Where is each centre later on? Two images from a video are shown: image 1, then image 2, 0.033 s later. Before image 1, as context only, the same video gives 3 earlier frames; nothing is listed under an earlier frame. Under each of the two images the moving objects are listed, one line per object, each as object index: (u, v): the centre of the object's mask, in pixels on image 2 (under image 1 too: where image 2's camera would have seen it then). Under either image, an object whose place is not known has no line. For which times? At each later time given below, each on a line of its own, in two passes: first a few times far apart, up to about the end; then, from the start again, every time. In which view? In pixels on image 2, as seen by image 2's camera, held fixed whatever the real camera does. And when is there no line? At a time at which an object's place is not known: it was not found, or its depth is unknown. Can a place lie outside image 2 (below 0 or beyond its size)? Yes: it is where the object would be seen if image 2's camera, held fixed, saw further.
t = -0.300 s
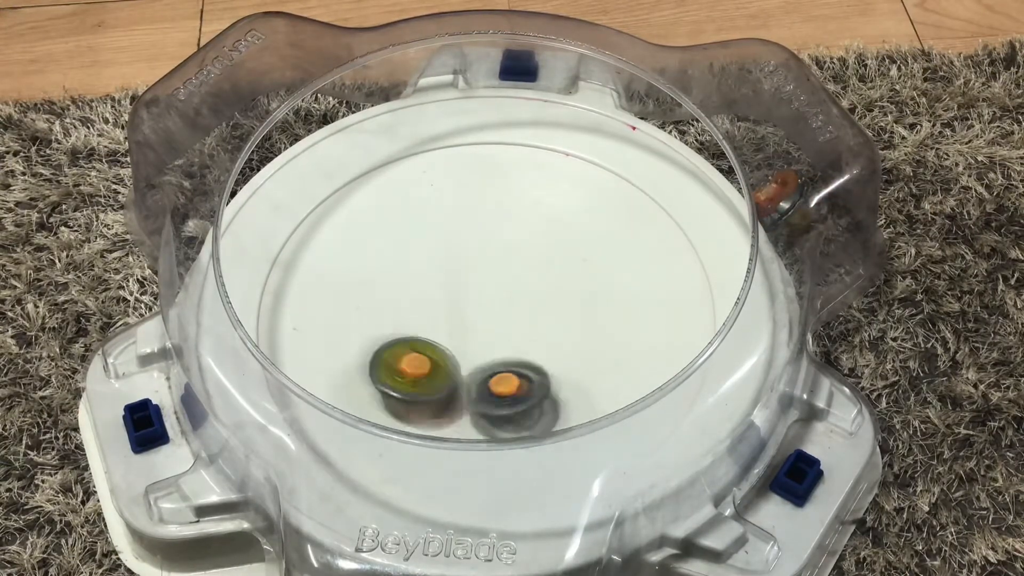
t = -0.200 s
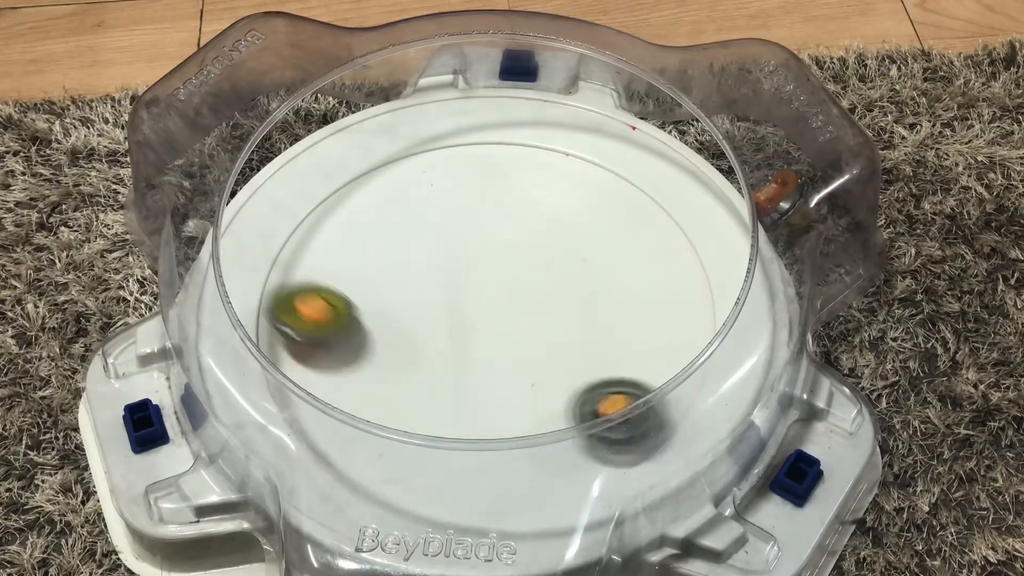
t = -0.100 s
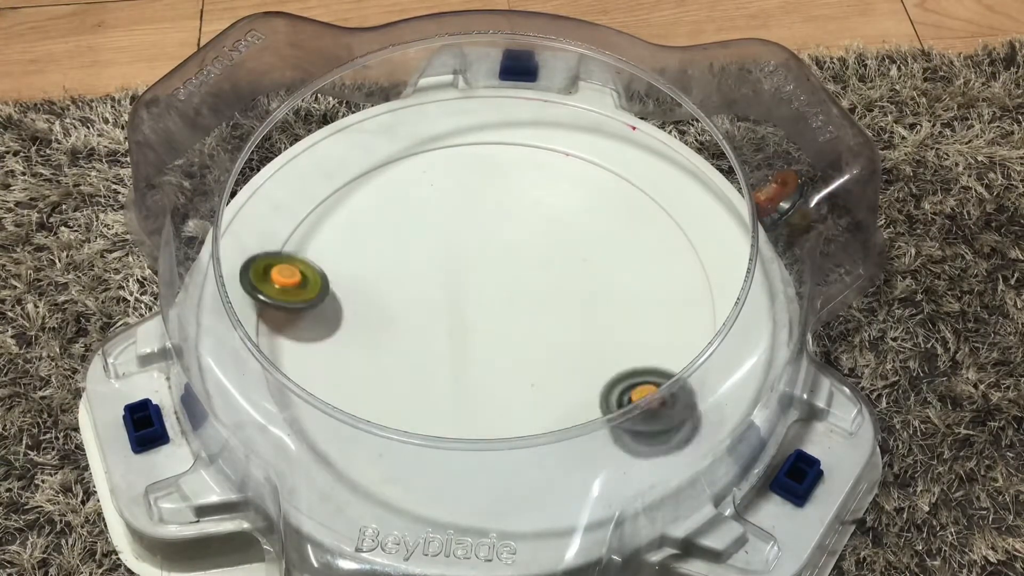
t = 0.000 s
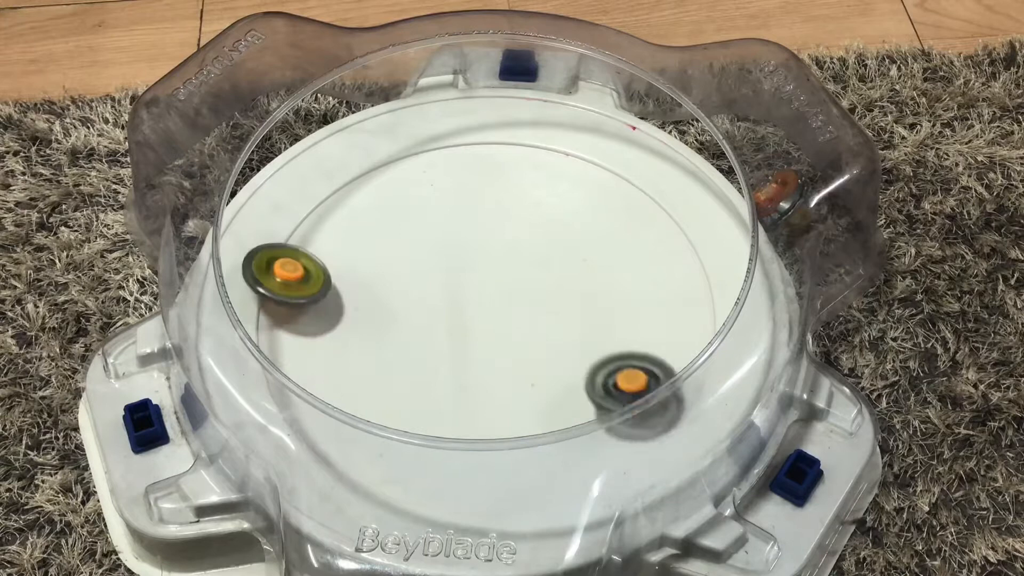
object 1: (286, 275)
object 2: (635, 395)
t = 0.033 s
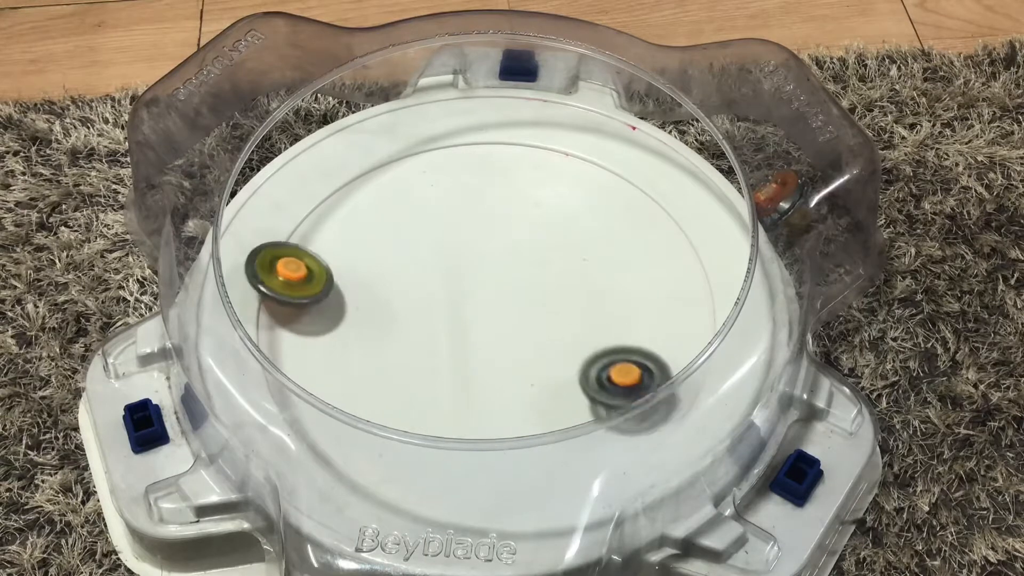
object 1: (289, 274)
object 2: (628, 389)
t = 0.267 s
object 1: (337, 275)
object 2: (578, 347)
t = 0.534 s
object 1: (398, 268)
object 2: (522, 306)
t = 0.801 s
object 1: (412, 216)
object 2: (535, 309)
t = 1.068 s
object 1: (460, 221)
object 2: (574, 342)
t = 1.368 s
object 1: (515, 255)
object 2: (586, 300)
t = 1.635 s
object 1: (514, 271)
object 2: (584, 353)
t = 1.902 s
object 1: (467, 291)
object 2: (615, 365)
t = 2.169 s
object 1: (426, 338)
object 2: (616, 364)
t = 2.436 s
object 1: (391, 376)
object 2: (587, 363)
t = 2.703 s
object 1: (364, 388)
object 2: (541, 354)
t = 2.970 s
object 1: (352, 382)
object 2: (491, 333)
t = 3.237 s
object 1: (362, 359)
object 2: (453, 305)
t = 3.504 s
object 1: (390, 334)
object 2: (450, 262)
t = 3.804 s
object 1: (448, 309)
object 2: (460, 226)
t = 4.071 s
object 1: (504, 299)
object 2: (479, 220)
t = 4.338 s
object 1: (553, 299)
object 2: (502, 240)
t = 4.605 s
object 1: (584, 349)
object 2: (521, 266)
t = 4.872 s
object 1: (599, 376)
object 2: (522, 311)
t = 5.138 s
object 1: (581, 405)
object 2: (503, 352)
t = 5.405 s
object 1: (535, 414)
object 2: (464, 376)
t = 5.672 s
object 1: (473, 403)
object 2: (436, 328)
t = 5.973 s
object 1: (429, 360)
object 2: (405, 284)
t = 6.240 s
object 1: (430, 320)
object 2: (405, 235)
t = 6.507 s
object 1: (457, 280)
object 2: (432, 208)
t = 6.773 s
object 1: (499, 278)
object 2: (477, 207)
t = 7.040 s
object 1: (549, 334)
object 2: (504, 225)
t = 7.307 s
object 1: (585, 360)
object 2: (515, 287)
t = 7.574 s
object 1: (587, 385)
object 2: (493, 349)
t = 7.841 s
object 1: (556, 408)
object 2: (444, 379)
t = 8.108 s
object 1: (504, 404)
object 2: (397, 373)
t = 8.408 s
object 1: (454, 370)
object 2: (375, 332)
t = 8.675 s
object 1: (455, 332)
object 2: (389, 289)
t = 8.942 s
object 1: (476, 321)
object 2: (449, 260)
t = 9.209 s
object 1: (486, 330)
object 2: (607, 269)
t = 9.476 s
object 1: (520, 339)
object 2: (634, 313)
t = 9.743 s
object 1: (520, 345)
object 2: (606, 373)
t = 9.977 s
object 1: (506, 340)
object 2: (500, 442)
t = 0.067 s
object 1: (293, 274)
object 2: (621, 381)
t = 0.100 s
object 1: (298, 274)
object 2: (613, 374)
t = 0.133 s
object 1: (304, 275)
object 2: (607, 370)
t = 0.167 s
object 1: (311, 275)
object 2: (600, 364)
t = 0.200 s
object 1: (320, 275)
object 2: (592, 358)
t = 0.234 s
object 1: (329, 275)
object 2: (585, 353)
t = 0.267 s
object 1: (337, 275)
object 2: (578, 347)
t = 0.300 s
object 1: (346, 275)
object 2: (571, 342)
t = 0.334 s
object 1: (359, 284)
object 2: (564, 337)
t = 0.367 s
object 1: (367, 282)
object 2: (556, 332)
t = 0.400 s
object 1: (375, 280)
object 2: (549, 327)
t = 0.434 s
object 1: (381, 277)
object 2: (542, 322)
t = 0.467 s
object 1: (388, 274)
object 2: (535, 316)
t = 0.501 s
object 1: (393, 271)
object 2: (529, 311)
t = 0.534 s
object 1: (398, 268)
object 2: (522, 306)
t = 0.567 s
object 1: (404, 265)
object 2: (516, 301)
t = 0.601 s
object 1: (409, 261)
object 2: (510, 295)
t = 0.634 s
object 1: (414, 258)
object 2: (504, 290)
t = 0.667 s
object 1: (418, 254)
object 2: (499, 285)
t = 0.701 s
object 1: (421, 250)
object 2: (496, 281)
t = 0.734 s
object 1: (418, 238)
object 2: (508, 288)
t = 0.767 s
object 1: (414, 226)
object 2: (522, 300)
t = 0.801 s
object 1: (412, 216)
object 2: (535, 309)
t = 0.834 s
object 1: (412, 209)
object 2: (547, 322)
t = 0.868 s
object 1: (418, 207)
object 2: (555, 329)
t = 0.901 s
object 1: (425, 209)
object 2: (561, 339)
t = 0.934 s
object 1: (432, 210)
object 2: (567, 346)
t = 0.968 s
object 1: (438, 213)
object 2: (570, 350)
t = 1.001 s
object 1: (446, 215)
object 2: (572, 350)
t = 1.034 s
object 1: (453, 218)
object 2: (573, 347)
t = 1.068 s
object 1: (460, 221)
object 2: (574, 342)
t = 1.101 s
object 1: (467, 224)
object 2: (575, 337)
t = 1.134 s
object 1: (474, 228)
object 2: (577, 332)
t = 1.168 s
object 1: (481, 232)
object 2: (579, 327)
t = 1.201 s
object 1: (487, 236)
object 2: (580, 322)
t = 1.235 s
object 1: (494, 240)
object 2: (581, 317)
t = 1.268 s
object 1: (500, 244)
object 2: (582, 313)
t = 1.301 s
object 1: (506, 249)
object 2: (583, 308)
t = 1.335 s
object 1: (511, 252)
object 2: (584, 303)
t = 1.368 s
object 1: (515, 255)
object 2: (586, 300)
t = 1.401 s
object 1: (516, 248)
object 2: (597, 309)
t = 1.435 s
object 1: (512, 246)
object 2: (603, 318)
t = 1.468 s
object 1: (508, 244)
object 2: (605, 329)
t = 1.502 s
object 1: (506, 246)
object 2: (604, 339)
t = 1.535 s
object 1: (506, 250)
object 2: (599, 347)
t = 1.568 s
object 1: (508, 256)
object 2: (592, 351)
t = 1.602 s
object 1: (511, 263)
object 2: (587, 353)
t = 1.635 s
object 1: (514, 271)
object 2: (584, 353)
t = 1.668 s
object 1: (516, 279)
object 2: (581, 352)
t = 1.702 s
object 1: (517, 286)
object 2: (581, 350)
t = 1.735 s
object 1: (517, 292)
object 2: (581, 348)
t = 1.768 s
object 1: (517, 299)
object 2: (582, 348)
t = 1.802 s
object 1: (509, 299)
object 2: (597, 354)
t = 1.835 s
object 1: (494, 293)
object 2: (609, 363)
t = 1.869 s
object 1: (480, 291)
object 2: (613, 365)
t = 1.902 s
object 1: (467, 291)
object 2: (615, 365)
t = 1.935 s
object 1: (458, 293)
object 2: (617, 365)
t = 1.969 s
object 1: (450, 298)
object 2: (618, 364)
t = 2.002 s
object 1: (445, 305)
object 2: (619, 364)
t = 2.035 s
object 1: (442, 311)
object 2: (619, 364)
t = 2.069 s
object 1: (438, 318)
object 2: (619, 364)
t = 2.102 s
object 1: (434, 325)
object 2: (618, 364)
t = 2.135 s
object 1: (430, 332)
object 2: (617, 364)
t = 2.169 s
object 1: (426, 338)
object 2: (616, 364)
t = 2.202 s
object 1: (422, 344)
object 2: (614, 365)
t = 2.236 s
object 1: (418, 349)
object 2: (611, 365)
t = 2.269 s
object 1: (413, 355)
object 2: (608, 365)
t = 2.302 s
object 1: (409, 360)
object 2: (605, 365)
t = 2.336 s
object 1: (404, 364)
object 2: (601, 365)
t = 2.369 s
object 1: (400, 368)
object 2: (597, 364)
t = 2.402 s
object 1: (396, 372)
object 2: (592, 363)
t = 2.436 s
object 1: (391, 376)
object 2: (587, 363)
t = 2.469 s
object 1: (387, 379)
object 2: (583, 362)
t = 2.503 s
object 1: (383, 382)
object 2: (577, 361)
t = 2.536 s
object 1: (380, 384)
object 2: (572, 360)
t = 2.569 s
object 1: (376, 386)
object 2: (566, 359)
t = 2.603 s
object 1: (373, 387)
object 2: (560, 358)
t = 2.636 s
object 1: (370, 387)
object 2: (554, 357)
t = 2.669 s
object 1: (367, 387)
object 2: (547, 356)
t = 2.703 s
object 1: (364, 388)
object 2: (541, 354)
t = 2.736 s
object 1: (360, 391)
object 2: (535, 352)
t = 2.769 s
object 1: (358, 391)
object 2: (528, 350)
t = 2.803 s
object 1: (356, 390)
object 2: (522, 348)
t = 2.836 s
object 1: (355, 389)
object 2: (515, 345)
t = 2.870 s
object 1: (353, 388)
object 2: (509, 343)
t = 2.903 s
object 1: (352, 386)
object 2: (503, 340)
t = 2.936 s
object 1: (352, 384)
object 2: (497, 337)
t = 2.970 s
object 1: (352, 382)
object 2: (491, 333)
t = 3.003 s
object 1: (352, 379)
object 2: (486, 330)
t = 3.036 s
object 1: (353, 376)
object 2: (480, 327)
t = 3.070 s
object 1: (353, 374)
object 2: (475, 323)
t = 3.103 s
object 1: (354, 372)
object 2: (470, 319)
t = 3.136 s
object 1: (355, 369)
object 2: (465, 316)
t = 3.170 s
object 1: (357, 366)
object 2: (461, 312)
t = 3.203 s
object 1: (360, 362)
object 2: (457, 308)
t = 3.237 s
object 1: (362, 359)
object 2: (453, 305)
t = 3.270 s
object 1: (366, 355)
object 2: (449, 300)
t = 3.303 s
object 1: (370, 351)
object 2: (446, 297)
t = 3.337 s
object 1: (374, 347)
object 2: (443, 293)
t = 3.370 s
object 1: (378, 344)
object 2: (441, 289)
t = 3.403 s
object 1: (383, 340)
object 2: (438, 285)
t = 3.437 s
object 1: (386, 337)
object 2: (438, 279)
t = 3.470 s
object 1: (387, 337)
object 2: (444, 271)
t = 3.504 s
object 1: (390, 334)
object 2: (450, 262)
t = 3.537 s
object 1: (395, 332)
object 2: (453, 257)
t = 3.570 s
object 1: (401, 328)
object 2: (453, 253)
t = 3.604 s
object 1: (407, 325)
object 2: (453, 249)
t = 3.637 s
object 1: (414, 322)
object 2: (454, 245)
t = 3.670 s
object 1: (421, 319)
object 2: (454, 241)
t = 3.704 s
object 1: (427, 316)
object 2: (455, 237)
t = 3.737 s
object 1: (434, 313)
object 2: (457, 233)
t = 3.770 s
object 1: (441, 311)
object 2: (458, 229)
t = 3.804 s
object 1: (448, 309)
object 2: (460, 226)
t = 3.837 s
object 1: (456, 307)
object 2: (461, 224)
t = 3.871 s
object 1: (462, 305)
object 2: (463, 222)
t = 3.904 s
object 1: (469, 304)
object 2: (466, 221)
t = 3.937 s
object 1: (476, 302)
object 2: (468, 220)
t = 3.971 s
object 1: (483, 301)
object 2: (471, 219)
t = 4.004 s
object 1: (490, 300)
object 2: (473, 219)
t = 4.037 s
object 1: (497, 300)
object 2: (476, 220)
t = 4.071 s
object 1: (504, 299)
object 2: (479, 220)
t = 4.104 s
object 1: (510, 298)
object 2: (482, 221)
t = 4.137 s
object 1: (517, 298)
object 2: (484, 223)
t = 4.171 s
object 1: (523, 297)
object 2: (487, 225)
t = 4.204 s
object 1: (529, 297)
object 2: (490, 227)
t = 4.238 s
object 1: (536, 297)
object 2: (493, 230)
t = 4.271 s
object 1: (542, 298)
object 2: (496, 233)
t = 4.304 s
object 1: (547, 299)
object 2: (499, 236)
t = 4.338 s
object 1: (553, 299)
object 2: (502, 240)
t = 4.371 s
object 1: (558, 303)
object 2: (506, 243)
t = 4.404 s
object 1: (563, 307)
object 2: (510, 248)
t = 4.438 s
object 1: (568, 314)
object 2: (513, 251)
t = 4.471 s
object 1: (573, 325)
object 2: (516, 251)
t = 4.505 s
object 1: (575, 334)
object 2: (517, 252)
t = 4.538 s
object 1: (577, 341)
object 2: (518, 256)
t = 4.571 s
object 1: (580, 346)
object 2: (520, 261)
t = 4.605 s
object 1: (584, 349)
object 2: (521, 266)
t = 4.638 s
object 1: (587, 353)
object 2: (522, 272)
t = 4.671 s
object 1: (591, 356)
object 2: (523, 277)
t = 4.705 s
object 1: (593, 360)
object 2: (523, 283)
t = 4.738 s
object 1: (596, 364)
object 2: (524, 288)
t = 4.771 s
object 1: (598, 367)
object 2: (524, 294)
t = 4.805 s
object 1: (599, 370)
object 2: (523, 299)
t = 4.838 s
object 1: (599, 373)
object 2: (523, 305)
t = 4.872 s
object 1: (599, 376)
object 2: (522, 311)
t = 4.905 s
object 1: (598, 378)
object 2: (520, 316)
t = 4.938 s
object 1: (596, 381)
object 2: (519, 322)
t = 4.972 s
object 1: (595, 384)
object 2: (517, 327)
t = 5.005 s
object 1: (594, 391)
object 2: (515, 333)
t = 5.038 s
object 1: (592, 395)
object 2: (513, 338)
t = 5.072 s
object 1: (589, 399)
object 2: (510, 343)
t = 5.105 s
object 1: (585, 402)
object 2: (507, 348)
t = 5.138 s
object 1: (581, 405)
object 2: (503, 352)
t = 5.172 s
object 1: (576, 407)
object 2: (500, 357)
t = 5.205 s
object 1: (571, 409)
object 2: (496, 361)
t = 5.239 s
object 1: (566, 411)
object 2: (491, 364)
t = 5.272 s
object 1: (560, 412)
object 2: (486, 367)
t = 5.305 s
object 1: (555, 413)
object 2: (481, 370)
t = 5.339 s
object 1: (548, 414)
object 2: (475, 372)
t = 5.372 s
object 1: (542, 414)
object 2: (470, 374)
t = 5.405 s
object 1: (535, 414)
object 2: (464, 376)
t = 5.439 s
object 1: (529, 415)
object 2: (459, 377)
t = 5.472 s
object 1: (522, 418)
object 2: (455, 370)
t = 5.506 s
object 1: (513, 420)
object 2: (450, 361)
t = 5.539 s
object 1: (504, 419)
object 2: (446, 353)
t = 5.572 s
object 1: (495, 415)
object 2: (445, 345)
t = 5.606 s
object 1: (486, 408)
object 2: (443, 338)
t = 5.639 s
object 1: (480, 406)
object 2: (440, 332)
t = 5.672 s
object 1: (473, 403)
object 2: (436, 328)
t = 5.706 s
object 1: (467, 400)
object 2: (431, 324)
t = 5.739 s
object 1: (461, 395)
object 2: (425, 321)
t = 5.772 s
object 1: (455, 390)
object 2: (420, 316)
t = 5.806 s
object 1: (450, 385)
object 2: (415, 312)
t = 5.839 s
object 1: (445, 379)
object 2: (411, 307)
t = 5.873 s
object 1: (440, 374)
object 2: (407, 303)
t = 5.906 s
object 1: (436, 370)
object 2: (405, 296)
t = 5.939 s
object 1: (432, 365)
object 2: (404, 290)
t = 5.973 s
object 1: (429, 360)
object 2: (405, 284)
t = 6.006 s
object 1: (428, 360)
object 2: (405, 274)
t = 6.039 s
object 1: (428, 358)
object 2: (404, 266)
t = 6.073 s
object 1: (427, 353)
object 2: (404, 260)
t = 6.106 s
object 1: (427, 346)
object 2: (403, 255)
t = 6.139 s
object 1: (427, 340)
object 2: (403, 250)
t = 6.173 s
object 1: (428, 333)
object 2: (403, 245)
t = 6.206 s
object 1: (429, 327)
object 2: (404, 240)
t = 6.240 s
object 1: (430, 320)
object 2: (405, 235)
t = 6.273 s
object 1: (432, 315)
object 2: (407, 230)
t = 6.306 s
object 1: (435, 308)
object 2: (409, 226)
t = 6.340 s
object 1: (437, 302)
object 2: (411, 222)
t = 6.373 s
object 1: (440, 296)
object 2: (415, 218)
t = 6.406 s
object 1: (444, 291)
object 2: (418, 215)
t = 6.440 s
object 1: (447, 286)
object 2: (423, 212)
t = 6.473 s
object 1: (452, 283)
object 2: (427, 210)
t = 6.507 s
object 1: (457, 280)
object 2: (432, 208)
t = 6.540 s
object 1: (462, 277)
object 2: (437, 206)
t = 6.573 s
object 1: (467, 275)
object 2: (442, 204)
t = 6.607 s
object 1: (472, 273)
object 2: (448, 203)
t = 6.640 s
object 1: (477, 272)
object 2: (454, 202)
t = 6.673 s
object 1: (483, 272)
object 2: (459, 203)
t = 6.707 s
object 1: (489, 272)
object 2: (465, 203)
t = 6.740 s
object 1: (494, 276)
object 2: (471, 203)
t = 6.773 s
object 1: (499, 278)
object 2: (477, 207)
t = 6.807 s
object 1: (505, 279)
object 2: (482, 209)
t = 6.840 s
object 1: (513, 283)
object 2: (488, 212)
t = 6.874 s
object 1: (519, 298)
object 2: (494, 210)
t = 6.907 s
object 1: (525, 310)
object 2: (495, 207)
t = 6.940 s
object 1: (530, 321)
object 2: (496, 208)
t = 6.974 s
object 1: (535, 327)
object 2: (498, 212)
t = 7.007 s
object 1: (542, 331)
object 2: (501, 218)
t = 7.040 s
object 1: (549, 334)
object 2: (504, 225)
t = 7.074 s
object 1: (555, 337)
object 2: (507, 232)
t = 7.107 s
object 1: (560, 340)
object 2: (509, 239)
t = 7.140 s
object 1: (566, 343)
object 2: (511, 247)
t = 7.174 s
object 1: (570, 347)
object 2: (513, 255)
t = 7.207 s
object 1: (575, 350)
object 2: (514, 263)
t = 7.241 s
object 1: (579, 353)
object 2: (515, 270)
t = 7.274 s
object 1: (582, 357)
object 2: (516, 279)
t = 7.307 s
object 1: (585, 360)
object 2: (515, 287)
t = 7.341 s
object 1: (588, 364)
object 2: (515, 295)
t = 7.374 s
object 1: (590, 367)
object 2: (513, 304)
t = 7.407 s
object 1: (591, 370)
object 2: (511, 312)
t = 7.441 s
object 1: (591, 374)
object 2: (509, 320)
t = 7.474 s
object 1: (591, 376)
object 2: (505, 328)
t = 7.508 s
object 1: (590, 379)
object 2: (502, 335)
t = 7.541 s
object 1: (589, 382)
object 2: (498, 342)
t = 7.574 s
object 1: (587, 385)
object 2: (493, 349)
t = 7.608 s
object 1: (585, 388)
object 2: (488, 355)
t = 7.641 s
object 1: (582, 390)
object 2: (482, 360)
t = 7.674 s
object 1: (580, 396)
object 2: (476, 365)
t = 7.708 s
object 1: (576, 399)
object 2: (470, 369)
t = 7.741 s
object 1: (572, 402)
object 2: (464, 372)
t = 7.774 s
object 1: (567, 404)
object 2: (458, 375)
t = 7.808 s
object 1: (562, 406)
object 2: (451, 378)
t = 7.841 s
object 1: (556, 408)
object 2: (444, 379)
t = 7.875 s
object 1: (551, 409)
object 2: (438, 380)
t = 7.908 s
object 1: (545, 410)
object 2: (432, 381)
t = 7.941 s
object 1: (539, 410)
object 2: (425, 381)
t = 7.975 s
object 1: (532, 410)
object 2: (420, 381)
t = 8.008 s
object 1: (525, 409)
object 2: (414, 380)
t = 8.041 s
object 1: (517, 405)
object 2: (408, 378)
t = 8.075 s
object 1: (511, 405)
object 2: (403, 376)
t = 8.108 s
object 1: (504, 404)
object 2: (397, 373)
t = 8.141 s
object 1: (498, 402)
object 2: (393, 370)
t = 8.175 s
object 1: (491, 400)
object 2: (389, 366)
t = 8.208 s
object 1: (485, 396)
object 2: (386, 362)
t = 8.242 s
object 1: (479, 393)
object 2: (383, 358)
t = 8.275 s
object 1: (474, 389)
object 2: (380, 353)
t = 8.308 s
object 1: (468, 384)
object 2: (378, 348)
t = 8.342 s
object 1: (463, 380)
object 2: (376, 343)
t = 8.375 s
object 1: (458, 375)
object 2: (375, 338)
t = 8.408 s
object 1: (454, 370)
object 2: (375, 332)
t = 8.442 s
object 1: (451, 365)
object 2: (375, 327)
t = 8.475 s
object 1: (449, 360)
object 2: (375, 321)
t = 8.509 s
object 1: (452, 357)
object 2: (374, 314)
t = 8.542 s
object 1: (453, 352)
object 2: (376, 309)
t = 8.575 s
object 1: (452, 347)
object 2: (379, 304)
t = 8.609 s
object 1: (452, 341)
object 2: (382, 299)
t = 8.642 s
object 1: (452, 336)
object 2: (386, 294)
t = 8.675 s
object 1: (455, 332)
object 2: (389, 289)
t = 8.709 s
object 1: (460, 330)
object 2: (393, 285)
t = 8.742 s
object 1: (462, 326)
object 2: (398, 281)
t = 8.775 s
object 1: (465, 322)
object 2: (403, 277)
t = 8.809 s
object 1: (469, 321)
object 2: (409, 275)
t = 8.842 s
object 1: (472, 319)
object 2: (416, 272)
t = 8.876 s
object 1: (475, 319)
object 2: (424, 269)
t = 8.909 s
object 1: (475, 319)
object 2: (434, 264)
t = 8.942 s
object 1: (476, 321)
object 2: (449, 260)
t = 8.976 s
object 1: (475, 323)
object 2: (470, 258)
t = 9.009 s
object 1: (478, 322)
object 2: (491, 260)
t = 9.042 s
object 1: (482, 320)
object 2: (509, 264)
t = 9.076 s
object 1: (485, 319)
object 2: (527, 269)
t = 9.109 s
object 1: (482, 324)
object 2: (548, 268)
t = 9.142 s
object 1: (481, 328)
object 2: (570, 265)
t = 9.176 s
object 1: (482, 330)
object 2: (591, 266)
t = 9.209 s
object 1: (486, 330)
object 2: (607, 269)
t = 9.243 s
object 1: (490, 331)
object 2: (619, 274)
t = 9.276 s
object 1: (495, 332)
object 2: (626, 279)
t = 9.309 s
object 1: (500, 333)
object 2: (630, 285)
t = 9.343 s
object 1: (504, 334)
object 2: (633, 290)
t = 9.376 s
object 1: (508, 335)
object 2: (635, 296)
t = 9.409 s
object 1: (512, 336)
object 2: (636, 301)
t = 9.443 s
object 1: (516, 338)
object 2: (635, 307)
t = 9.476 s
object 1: (520, 339)
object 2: (634, 313)
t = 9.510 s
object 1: (523, 341)
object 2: (632, 319)
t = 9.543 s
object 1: (526, 343)
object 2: (629, 325)
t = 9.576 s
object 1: (529, 344)
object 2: (625, 332)
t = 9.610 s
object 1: (532, 346)
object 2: (621, 338)
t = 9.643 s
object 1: (533, 348)
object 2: (616, 344)
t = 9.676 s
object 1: (533, 349)
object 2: (610, 350)
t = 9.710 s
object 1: (527, 347)
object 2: (609, 358)
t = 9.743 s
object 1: (520, 345)
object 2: (606, 373)
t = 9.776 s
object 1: (515, 342)
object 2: (598, 385)
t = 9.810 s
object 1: (514, 339)
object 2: (583, 397)
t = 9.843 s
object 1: (513, 337)
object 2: (565, 414)
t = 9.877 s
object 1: (512, 337)
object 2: (547, 426)
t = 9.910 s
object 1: (511, 338)
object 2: (530, 433)
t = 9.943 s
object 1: (508, 339)
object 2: (515, 439)
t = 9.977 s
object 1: (506, 340)
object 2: (500, 442)
